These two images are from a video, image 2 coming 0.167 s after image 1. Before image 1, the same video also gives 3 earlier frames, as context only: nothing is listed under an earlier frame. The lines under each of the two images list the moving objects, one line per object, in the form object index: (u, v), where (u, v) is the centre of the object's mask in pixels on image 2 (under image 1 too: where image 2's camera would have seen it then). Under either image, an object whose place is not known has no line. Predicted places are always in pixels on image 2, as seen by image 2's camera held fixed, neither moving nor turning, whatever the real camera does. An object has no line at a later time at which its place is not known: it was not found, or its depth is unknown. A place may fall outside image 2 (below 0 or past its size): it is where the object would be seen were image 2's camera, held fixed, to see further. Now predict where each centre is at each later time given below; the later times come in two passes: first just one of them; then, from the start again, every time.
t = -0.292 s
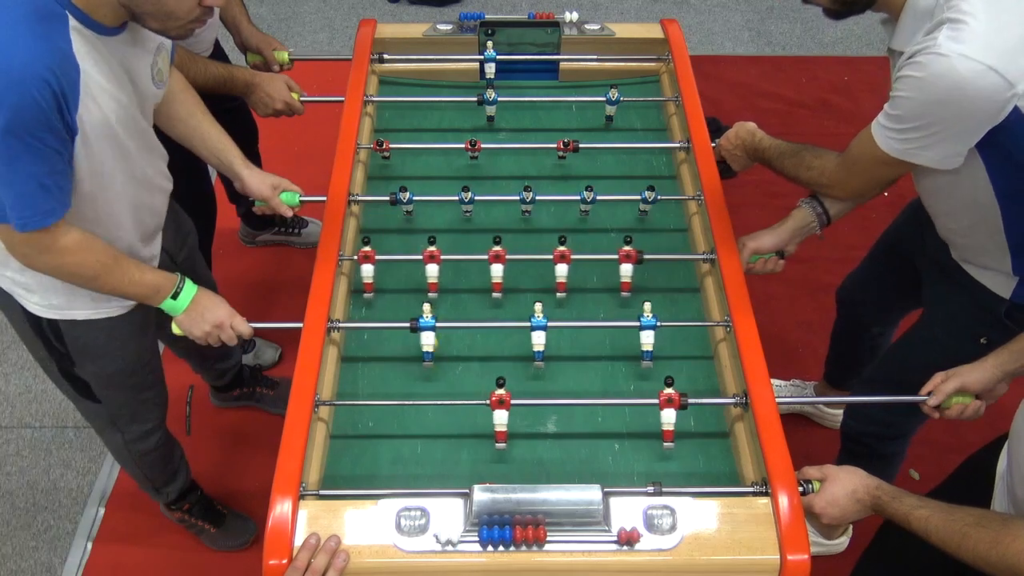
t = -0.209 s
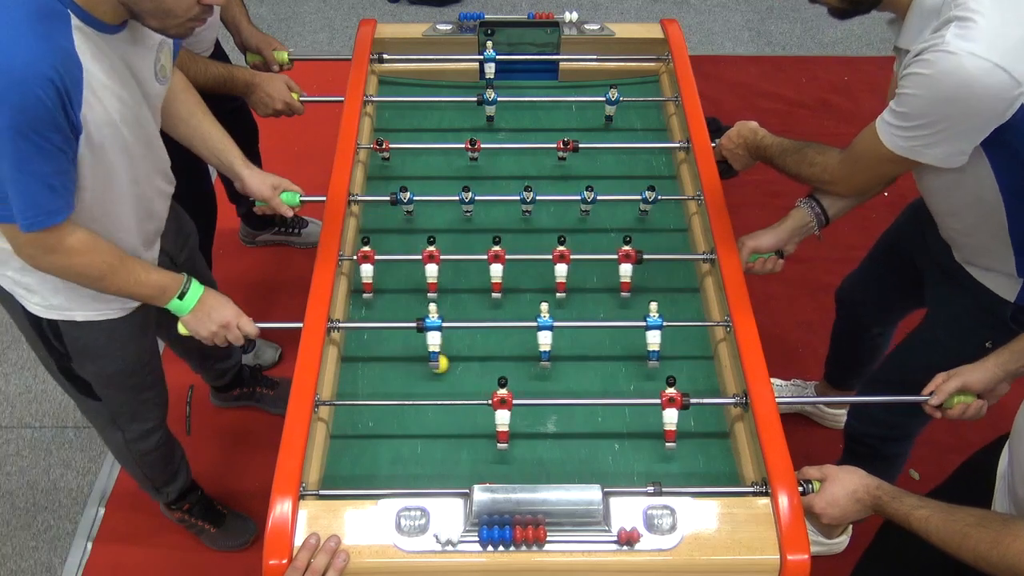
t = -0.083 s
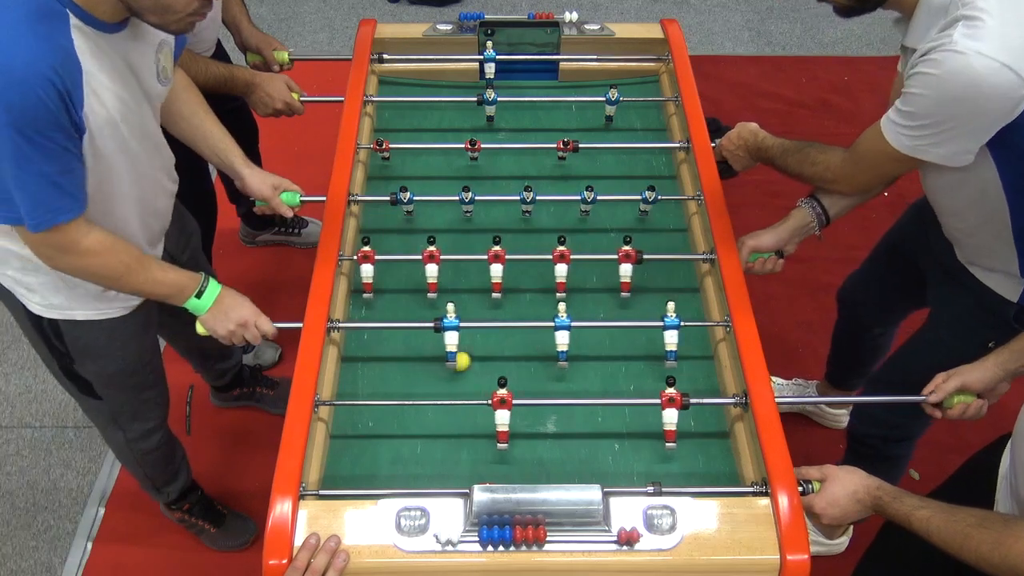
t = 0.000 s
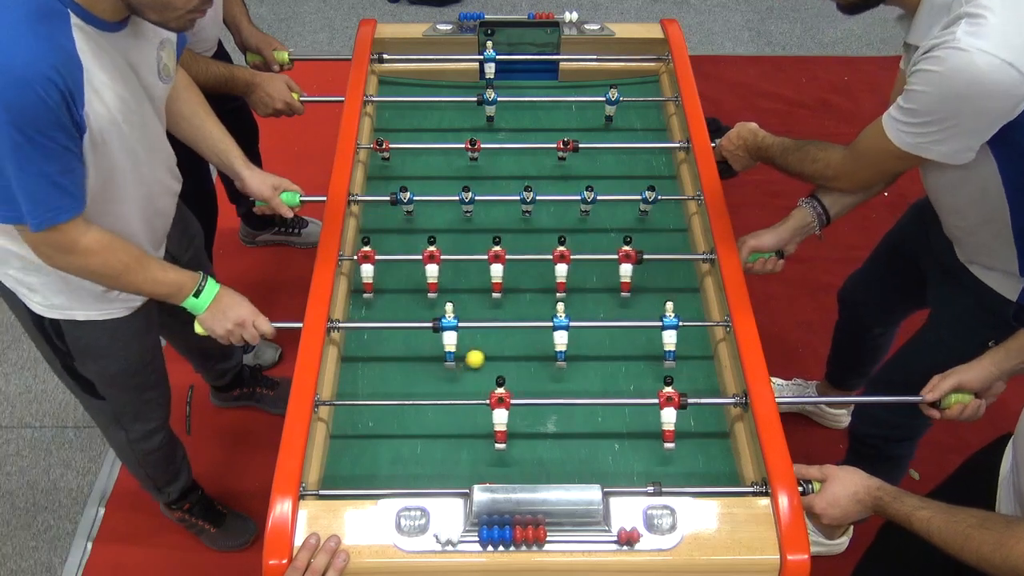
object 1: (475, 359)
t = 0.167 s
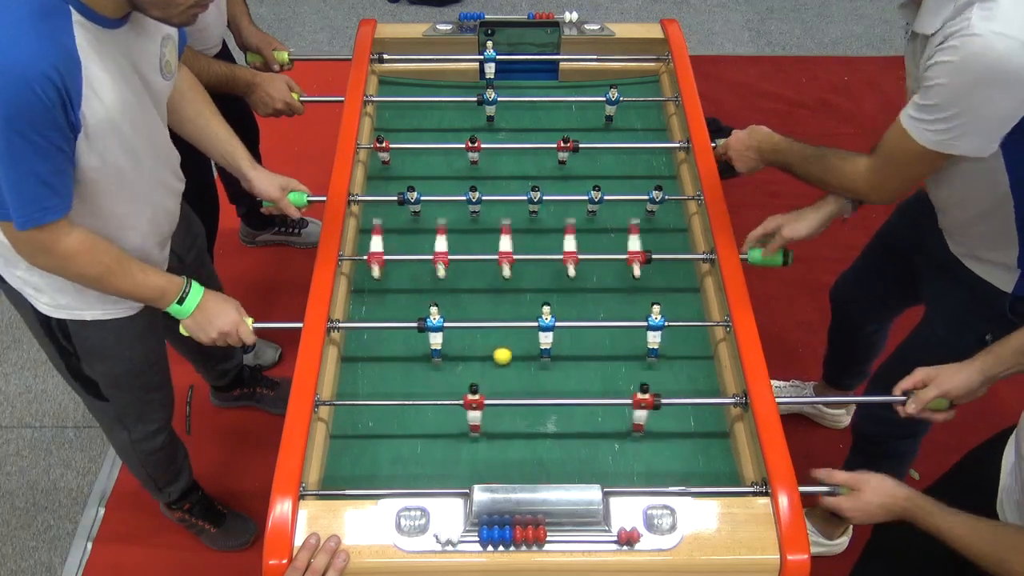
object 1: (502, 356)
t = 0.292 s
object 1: (522, 352)
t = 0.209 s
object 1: (509, 355)
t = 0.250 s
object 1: (516, 353)
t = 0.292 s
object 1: (522, 352)
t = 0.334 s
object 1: (529, 351)
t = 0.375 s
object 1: (536, 350)
